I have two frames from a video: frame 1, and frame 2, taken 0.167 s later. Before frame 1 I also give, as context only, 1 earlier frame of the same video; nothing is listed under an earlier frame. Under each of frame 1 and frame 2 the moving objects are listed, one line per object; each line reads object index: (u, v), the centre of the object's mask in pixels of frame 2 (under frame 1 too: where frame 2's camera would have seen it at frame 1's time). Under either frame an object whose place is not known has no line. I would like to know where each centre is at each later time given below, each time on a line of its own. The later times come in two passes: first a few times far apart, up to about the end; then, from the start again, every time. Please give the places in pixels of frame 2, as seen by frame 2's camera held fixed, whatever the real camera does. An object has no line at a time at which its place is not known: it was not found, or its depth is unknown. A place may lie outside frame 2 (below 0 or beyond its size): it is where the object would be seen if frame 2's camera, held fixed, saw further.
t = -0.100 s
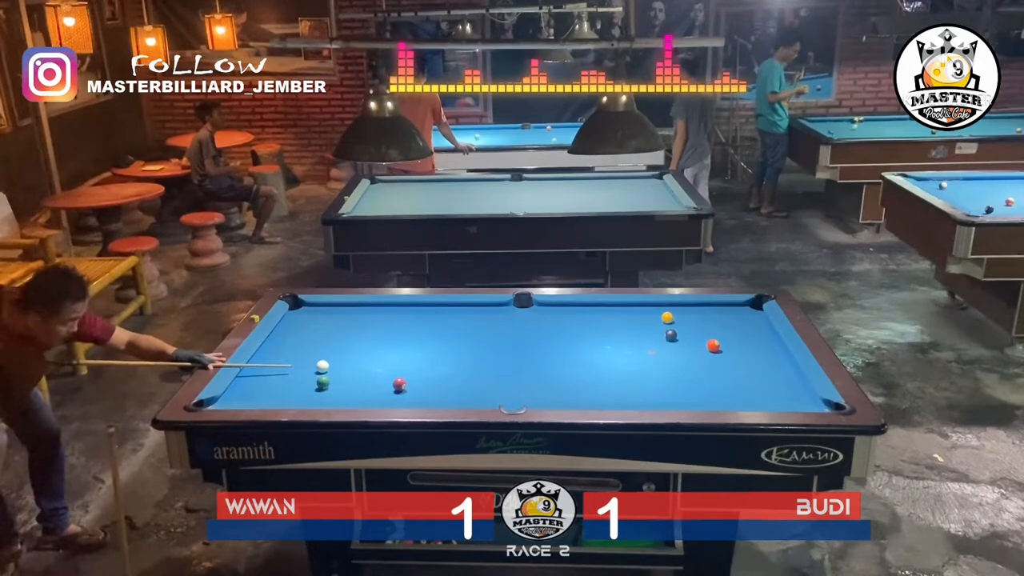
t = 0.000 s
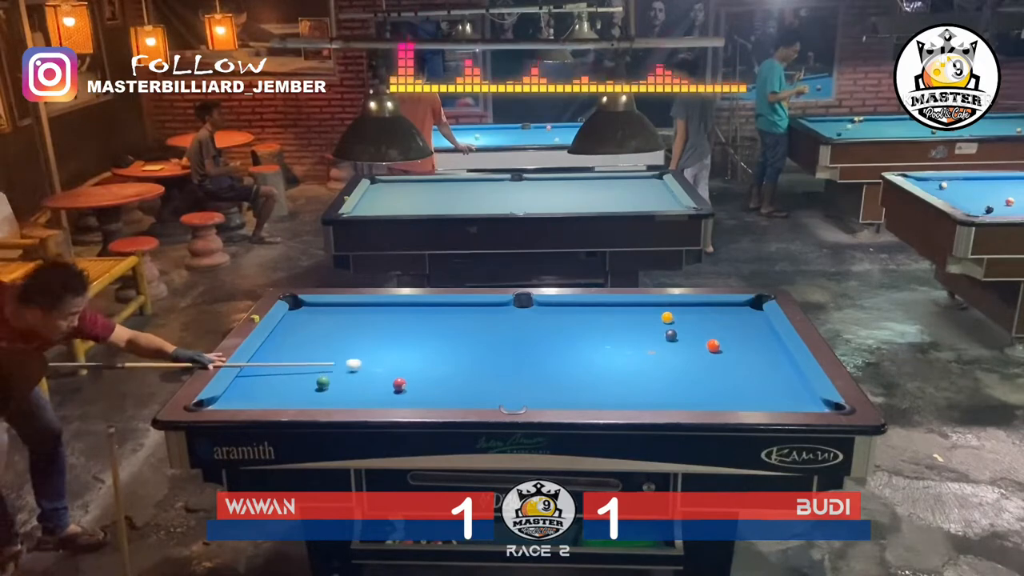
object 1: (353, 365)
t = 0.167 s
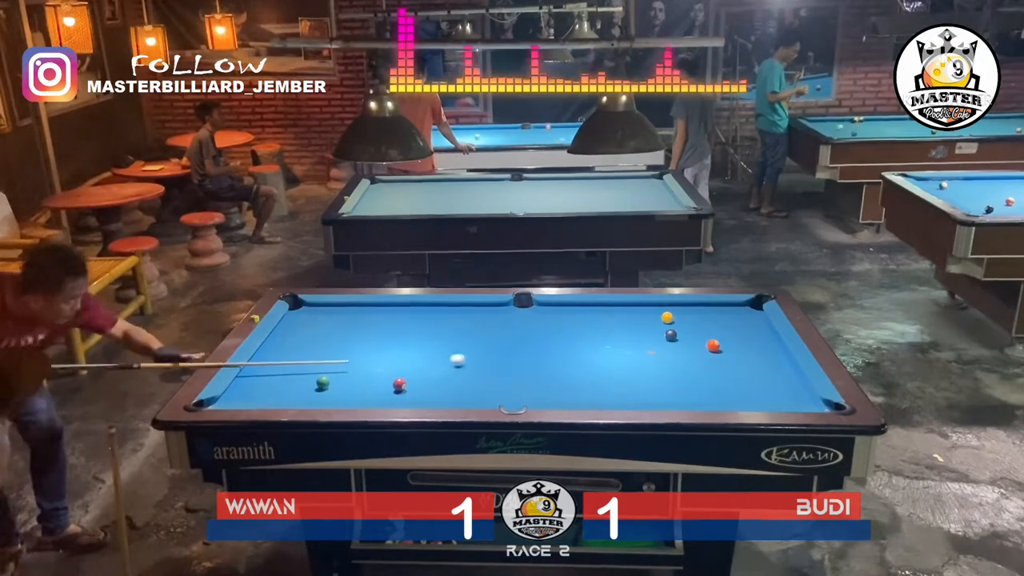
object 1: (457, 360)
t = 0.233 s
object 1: (498, 359)
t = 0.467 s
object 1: (635, 353)
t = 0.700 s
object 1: (761, 359)
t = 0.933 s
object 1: (736, 370)
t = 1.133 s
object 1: (678, 378)
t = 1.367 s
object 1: (610, 388)
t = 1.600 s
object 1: (544, 396)
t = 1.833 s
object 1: (503, 397)
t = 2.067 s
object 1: (512, 380)
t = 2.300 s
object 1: (519, 364)
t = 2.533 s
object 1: (526, 351)
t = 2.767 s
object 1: (532, 339)
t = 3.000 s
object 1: (538, 330)
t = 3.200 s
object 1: (542, 322)
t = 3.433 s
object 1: (547, 315)
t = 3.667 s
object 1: (551, 309)
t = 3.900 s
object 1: (555, 306)
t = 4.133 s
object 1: (557, 309)
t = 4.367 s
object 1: (559, 311)
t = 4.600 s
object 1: (559, 312)
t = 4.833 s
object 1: (559, 313)
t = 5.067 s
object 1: (559, 313)
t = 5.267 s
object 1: (559, 313)
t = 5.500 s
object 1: (559, 313)
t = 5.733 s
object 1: (559, 313)
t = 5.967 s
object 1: (559, 313)
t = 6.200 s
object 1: (559, 313)
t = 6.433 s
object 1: (559, 313)
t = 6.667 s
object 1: (559, 313)
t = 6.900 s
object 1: (559, 313)
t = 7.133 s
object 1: (559, 313)
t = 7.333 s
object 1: (559, 313)
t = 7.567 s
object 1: (559, 313)
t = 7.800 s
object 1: (559, 313)
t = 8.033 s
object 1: (559, 313)
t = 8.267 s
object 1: (559, 313)
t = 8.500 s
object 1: (559, 313)
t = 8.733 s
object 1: (559, 313)
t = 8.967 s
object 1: (559, 313)
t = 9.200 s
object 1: (559, 313)
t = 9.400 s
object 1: (559, 313)
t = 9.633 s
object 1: (559, 313)
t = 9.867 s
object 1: (559, 313)
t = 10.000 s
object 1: (559, 313)
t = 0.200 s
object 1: (478, 359)
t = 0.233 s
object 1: (498, 359)
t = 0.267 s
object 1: (518, 358)
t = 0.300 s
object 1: (538, 357)
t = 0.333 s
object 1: (558, 356)
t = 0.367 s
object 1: (578, 355)
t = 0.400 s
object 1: (596, 354)
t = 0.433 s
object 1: (616, 353)
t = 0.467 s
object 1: (635, 353)
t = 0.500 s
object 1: (655, 352)
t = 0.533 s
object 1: (674, 352)
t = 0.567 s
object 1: (693, 351)
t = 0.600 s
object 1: (712, 351)
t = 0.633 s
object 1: (728, 354)
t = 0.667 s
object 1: (744, 357)
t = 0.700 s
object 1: (761, 359)
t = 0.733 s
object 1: (777, 361)
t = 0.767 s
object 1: (788, 363)
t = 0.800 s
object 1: (777, 365)
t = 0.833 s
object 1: (767, 366)
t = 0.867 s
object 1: (757, 367)
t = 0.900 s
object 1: (747, 368)
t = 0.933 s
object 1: (736, 370)
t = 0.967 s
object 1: (727, 371)
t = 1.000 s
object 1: (717, 373)
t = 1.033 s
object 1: (707, 374)
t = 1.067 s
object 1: (697, 375)
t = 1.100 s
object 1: (687, 376)
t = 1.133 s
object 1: (678, 378)
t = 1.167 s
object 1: (668, 379)
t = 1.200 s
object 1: (659, 381)
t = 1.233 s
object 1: (649, 382)
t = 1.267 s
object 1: (639, 383)
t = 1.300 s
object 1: (630, 385)
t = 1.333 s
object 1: (620, 386)
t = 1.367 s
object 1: (610, 388)
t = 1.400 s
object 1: (601, 389)
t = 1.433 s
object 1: (591, 390)
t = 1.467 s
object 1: (582, 392)
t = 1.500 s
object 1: (572, 393)
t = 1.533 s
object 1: (563, 394)
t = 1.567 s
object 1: (553, 394)
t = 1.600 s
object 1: (544, 396)
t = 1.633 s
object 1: (535, 397)
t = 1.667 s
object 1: (525, 399)
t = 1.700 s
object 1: (516, 402)
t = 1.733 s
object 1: (507, 403)
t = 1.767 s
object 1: (501, 402)
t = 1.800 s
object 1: (502, 400)
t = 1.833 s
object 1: (503, 397)
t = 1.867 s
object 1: (505, 395)
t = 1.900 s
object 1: (506, 392)
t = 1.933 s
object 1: (507, 390)
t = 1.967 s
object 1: (508, 387)
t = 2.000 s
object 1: (509, 385)
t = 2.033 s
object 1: (511, 382)
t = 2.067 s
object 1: (512, 380)
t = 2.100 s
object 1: (513, 377)
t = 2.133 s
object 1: (514, 375)
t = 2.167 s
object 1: (515, 373)
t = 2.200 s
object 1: (516, 371)
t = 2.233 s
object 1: (517, 368)
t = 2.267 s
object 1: (518, 366)
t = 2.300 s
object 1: (519, 364)
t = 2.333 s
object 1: (520, 362)
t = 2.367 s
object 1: (521, 360)
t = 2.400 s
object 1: (522, 358)
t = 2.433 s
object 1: (523, 356)
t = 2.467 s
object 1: (524, 354)
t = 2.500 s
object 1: (525, 353)
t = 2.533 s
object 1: (526, 351)
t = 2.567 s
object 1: (527, 349)
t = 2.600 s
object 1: (528, 347)
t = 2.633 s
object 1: (529, 346)
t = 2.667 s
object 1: (530, 344)
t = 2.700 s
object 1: (531, 343)
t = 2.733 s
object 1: (531, 341)
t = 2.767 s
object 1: (532, 339)
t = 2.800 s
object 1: (533, 338)
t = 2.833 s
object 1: (534, 337)
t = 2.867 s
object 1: (535, 335)
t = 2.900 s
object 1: (535, 334)
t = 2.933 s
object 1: (536, 332)
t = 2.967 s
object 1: (537, 331)
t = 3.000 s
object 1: (538, 330)
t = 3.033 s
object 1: (539, 328)
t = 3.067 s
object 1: (539, 327)
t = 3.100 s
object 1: (540, 326)
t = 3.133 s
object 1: (541, 325)
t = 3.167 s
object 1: (541, 324)
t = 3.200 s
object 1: (542, 322)
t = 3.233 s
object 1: (543, 321)
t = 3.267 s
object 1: (543, 320)
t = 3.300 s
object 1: (544, 319)
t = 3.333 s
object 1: (545, 318)
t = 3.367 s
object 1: (545, 317)
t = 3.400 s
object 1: (546, 316)
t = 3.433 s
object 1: (547, 315)
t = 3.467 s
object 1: (547, 314)
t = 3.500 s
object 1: (548, 313)
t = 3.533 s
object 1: (549, 312)
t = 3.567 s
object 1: (549, 311)
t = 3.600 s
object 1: (550, 310)
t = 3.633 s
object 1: (551, 310)
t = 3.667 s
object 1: (551, 309)
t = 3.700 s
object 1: (552, 308)
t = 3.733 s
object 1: (552, 307)
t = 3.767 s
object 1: (553, 306)
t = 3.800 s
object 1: (553, 305)
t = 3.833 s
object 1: (554, 305)
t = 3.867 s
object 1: (554, 305)
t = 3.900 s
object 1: (555, 306)
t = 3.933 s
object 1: (555, 306)
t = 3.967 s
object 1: (556, 307)
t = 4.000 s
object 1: (556, 307)
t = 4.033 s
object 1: (556, 308)
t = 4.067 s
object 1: (556, 308)
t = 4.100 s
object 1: (557, 308)
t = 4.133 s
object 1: (557, 309)
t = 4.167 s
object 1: (557, 309)
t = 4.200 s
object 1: (557, 309)
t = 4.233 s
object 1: (557, 310)
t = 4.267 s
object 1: (558, 310)
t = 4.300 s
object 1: (558, 310)
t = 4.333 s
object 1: (558, 310)
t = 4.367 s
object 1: (559, 311)
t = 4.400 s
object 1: (559, 311)
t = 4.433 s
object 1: (559, 311)
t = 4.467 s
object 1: (559, 311)
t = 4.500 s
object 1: (559, 312)
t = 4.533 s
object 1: (559, 312)
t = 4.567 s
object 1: (559, 312)
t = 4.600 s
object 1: (559, 312)
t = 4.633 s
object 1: (559, 312)
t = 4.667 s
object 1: (559, 312)
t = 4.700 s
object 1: (559, 313)
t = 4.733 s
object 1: (559, 313)
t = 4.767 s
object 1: (559, 312)
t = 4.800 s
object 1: (559, 312)
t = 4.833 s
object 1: (559, 313)
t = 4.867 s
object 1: (559, 313)
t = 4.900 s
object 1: (559, 313)
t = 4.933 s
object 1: (559, 313)
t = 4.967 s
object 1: (559, 313)
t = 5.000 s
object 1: (559, 313)
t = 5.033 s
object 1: (559, 313)
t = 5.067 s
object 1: (559, 313)
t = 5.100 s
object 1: (559, 313)
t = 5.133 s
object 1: (559, 313)
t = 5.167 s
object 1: (559, 313)
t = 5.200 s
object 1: (559, 313)
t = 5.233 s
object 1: (559, 313)
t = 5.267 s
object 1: (559, 313)
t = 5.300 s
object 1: (559, 313)
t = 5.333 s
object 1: (559, 313)
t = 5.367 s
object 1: (559, 313)
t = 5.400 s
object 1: (559, 313)
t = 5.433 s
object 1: (559, 313)
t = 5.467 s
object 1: (559, 313)
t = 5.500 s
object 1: (559, 313)
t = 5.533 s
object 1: (559, 313)
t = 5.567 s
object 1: (559, 313)
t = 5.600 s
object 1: (559, 313)
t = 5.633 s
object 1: (559, 313)
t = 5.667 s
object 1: (559, 313)
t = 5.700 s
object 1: (559, 313)
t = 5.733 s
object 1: (559, 313)
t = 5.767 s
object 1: (559, 313)
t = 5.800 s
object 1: (559, 313)
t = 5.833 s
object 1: (559, 313)
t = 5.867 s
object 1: (559, 313)
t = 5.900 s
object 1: (559, 313)
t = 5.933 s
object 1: (559, 313)
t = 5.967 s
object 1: (559, 313)
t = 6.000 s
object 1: (559, 313)
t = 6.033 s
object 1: (559, 313)
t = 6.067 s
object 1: (559, 313)
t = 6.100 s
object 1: (559, 313)
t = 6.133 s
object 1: (559, 313)
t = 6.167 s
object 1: (559, 313)
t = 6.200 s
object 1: (559, 313)
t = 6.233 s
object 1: (559, 313)
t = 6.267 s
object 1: (559, 313)
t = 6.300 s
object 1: (559, 313)
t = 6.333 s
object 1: (559, 313)
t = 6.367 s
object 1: (559, 313)
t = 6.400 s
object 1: (559, 313)
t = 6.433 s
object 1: (559, 313)
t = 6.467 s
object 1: (559, 313)
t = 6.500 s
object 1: (559, 313)
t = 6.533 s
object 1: (559, 313)
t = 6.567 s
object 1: (559, 313)
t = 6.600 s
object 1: (559, 313)
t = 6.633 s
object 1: (559, 313)
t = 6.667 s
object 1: (559, 313)
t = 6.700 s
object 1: (559, 313)
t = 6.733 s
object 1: (559, 313)
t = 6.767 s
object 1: (559, 313)
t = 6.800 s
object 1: (559, 313)
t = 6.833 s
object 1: (559, 313)
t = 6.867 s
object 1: (559, 313)
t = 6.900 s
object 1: (559, 313)
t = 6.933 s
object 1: (559, 313)
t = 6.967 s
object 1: (559, 313)
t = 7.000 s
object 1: (559, 313)
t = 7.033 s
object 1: (559, 313)
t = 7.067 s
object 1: (559, 313)
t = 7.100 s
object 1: (559, 313)
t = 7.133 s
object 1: (559, 313)
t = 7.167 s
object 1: (559, 313)
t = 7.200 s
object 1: (559, 313)
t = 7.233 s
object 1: (559, 313)
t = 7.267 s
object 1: (559, 313)
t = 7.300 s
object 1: (559, 313)
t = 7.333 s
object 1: (559, 313)
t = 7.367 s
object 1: (559, 313)
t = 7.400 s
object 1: (559, 313)
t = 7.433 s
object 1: (559, 313)
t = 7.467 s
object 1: (559, 313)
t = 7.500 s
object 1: (559, 313)
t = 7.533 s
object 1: (559, 313)
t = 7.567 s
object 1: (559, 313)
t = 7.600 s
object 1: (559, 313)
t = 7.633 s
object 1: (559, 313)
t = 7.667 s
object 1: (559, 313)
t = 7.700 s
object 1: (559, 313)
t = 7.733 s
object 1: (559, 313)
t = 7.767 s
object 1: (559, 313)
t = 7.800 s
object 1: (559, 313)
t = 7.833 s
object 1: (559, 313)
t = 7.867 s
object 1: (559, 313)
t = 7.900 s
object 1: (559, 313)
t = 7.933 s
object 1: (559, 313)
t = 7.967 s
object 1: (559, 313)
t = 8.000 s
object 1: (559, 313)
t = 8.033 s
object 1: (559, 313)
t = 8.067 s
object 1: (559, 313)
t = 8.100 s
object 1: (559, 313)
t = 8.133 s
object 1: (559, 313)
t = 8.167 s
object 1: (559, 313)
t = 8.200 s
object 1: (559, 313)
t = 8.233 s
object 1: (559, 313)
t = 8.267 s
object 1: (559, 313)
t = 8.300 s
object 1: (559, 313)
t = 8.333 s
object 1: (559, 313)
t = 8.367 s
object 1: (559, 313)
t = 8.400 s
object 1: (559, 313)
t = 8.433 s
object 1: (559, 313)
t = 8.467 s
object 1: (559, 313)
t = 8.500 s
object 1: (559, 313)
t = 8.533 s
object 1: (559, 313)
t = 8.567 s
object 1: (559, 313)
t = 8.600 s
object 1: (559, 313)
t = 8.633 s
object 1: (559, 313)
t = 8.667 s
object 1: (559, 313)
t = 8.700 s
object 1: (559, 313)
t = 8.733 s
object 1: (559, 313)
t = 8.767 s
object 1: (559, 313)
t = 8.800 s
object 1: (559, 313)
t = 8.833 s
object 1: (559, 313)
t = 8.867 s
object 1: (559, 313)
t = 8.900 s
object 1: (559, 313)
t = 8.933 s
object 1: (559, 313)
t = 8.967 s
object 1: (559, 313)
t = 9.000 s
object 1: (559, 313)
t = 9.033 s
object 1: (559, 313)
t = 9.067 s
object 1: (559, 313)
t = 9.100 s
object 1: (559, 313)
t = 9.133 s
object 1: (559, 313)
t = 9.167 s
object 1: (559, 313)
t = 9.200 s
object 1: (559, 313)
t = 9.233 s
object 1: (559, 313)
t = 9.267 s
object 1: (559, 313)
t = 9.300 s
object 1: (559, 313)
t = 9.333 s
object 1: (559, 313)
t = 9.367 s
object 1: (559, 313)
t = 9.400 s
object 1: (559, 313)
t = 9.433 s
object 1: (559, 313)
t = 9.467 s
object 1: (559, 313)
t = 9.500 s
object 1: (559, 313)
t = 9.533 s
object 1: (559, 313)
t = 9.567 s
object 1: (559, 313)
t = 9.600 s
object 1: (559, 313)
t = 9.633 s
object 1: (559, 313)
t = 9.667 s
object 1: (559, 313)
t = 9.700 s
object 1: (559, 313)
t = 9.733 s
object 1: (559, 313)
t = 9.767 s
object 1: (559, 313)
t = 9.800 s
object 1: (559, 313)
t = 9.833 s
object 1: (559, 313)
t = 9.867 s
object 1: (559, 313)
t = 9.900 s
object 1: (559, 313)
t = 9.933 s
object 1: (559, 313)
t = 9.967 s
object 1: (559, 313)
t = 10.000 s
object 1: (559, 313)
